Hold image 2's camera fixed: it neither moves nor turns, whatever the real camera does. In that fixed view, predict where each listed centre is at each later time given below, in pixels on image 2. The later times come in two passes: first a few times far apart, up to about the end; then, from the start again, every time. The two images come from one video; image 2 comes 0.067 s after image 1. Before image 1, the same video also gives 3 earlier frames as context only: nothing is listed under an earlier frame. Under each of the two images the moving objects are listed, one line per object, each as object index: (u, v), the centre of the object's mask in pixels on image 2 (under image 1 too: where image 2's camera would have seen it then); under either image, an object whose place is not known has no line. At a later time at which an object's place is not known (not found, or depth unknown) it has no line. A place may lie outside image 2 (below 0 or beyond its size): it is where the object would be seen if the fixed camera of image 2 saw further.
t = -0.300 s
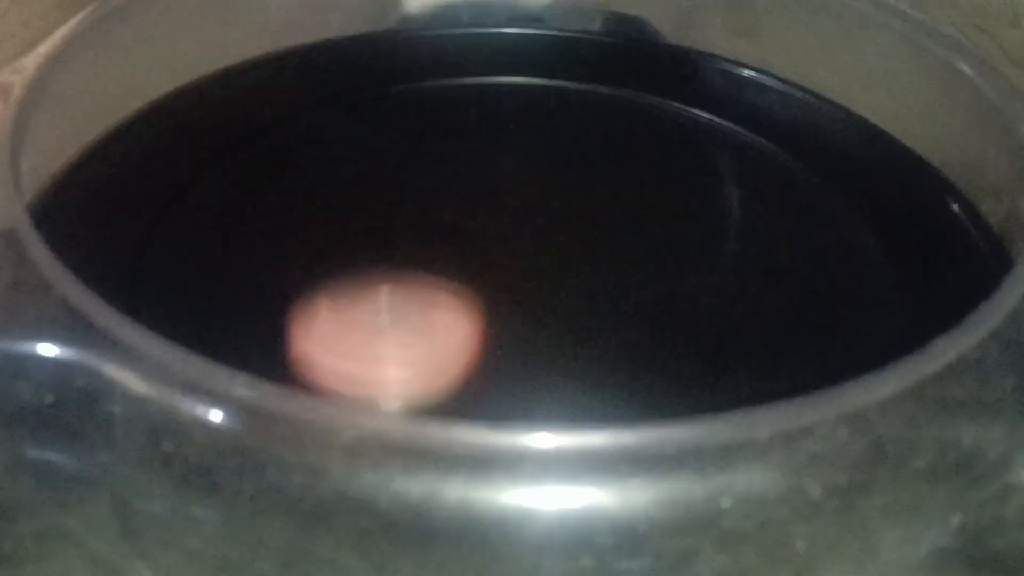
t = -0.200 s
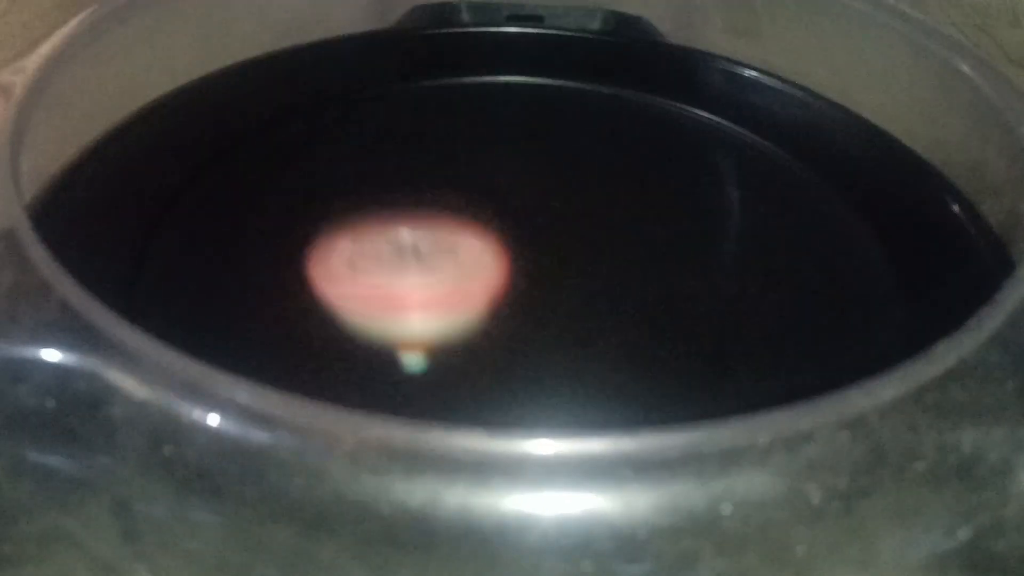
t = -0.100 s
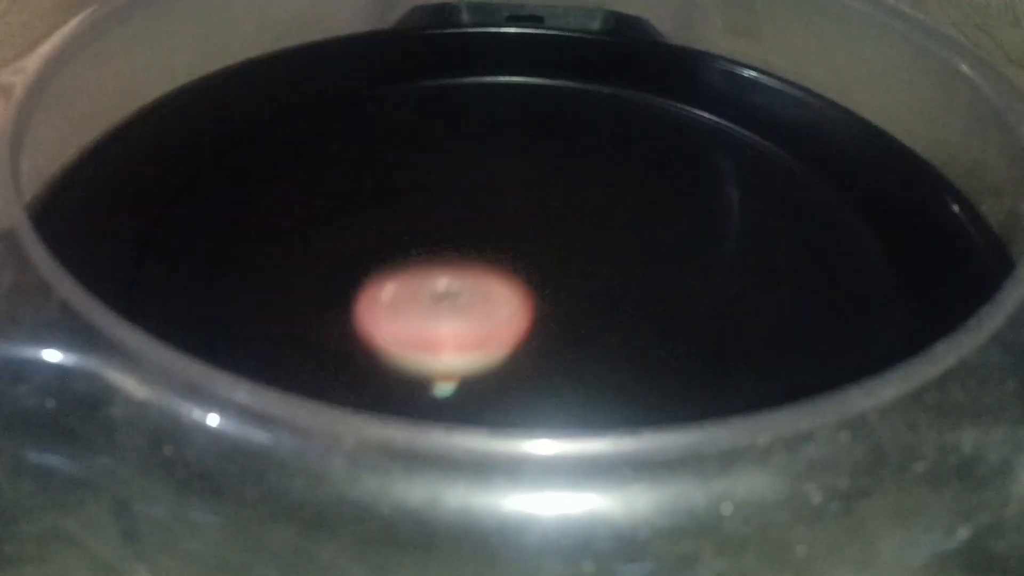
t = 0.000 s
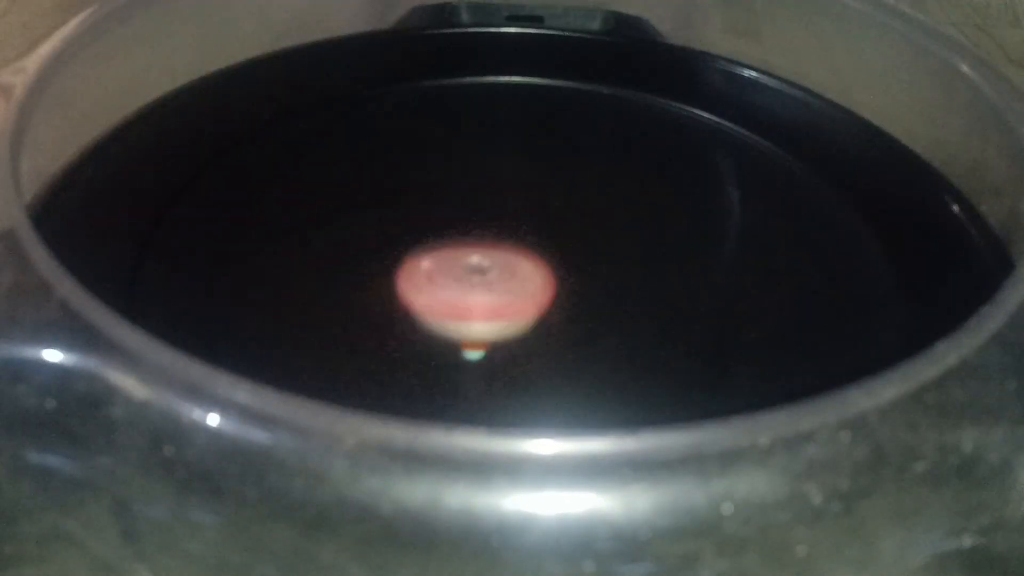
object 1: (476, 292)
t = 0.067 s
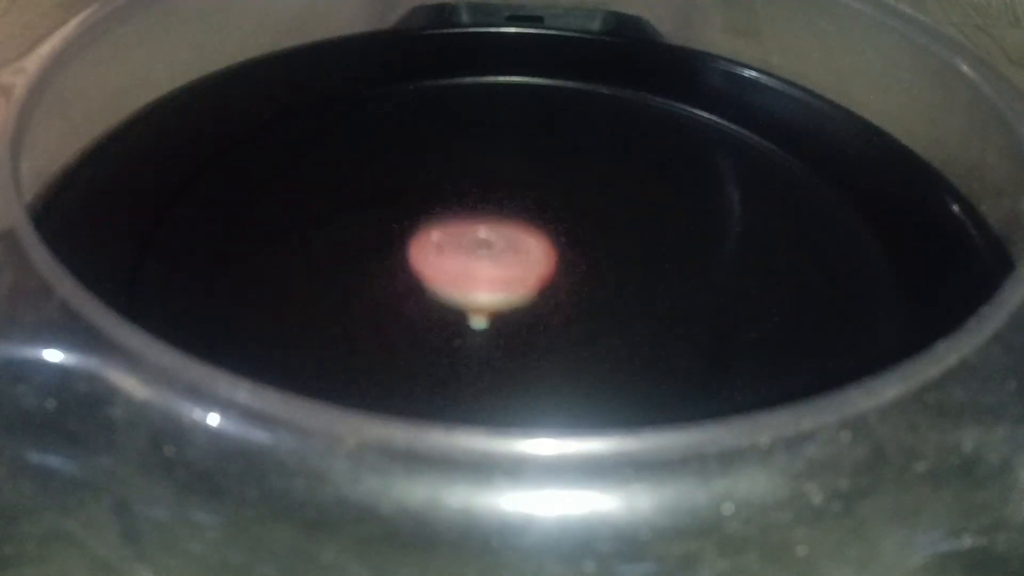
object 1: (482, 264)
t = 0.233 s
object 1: (432, 185)
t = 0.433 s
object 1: (302, 152)
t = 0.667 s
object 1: (189, 260)
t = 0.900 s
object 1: (448, 364)
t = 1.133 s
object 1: (643, 135)
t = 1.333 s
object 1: (479, 28)
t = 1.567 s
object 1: (254, 136)
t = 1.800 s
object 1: (585, 403)
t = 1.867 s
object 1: (791, 369)
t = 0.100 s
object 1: (480, 246)
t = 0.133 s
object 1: (473, 229)
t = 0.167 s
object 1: (464, 214)
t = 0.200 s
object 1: (449, 198)
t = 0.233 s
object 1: (432, 185)
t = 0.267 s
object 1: (413, 174)
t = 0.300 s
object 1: (392, 163)
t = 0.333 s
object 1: (370, 156)
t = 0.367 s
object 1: (347, 152)
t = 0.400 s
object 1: (324, 151)
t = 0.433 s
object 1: (302, 152)
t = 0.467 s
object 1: (280, 156)
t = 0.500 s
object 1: (259, 165)
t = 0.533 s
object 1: (240, 177)
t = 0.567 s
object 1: (223, 192)
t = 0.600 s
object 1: (208, 212)
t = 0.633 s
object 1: (196, 234)
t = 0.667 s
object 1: (189, 260)
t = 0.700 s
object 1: (190, 283)
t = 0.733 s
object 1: (208, 306)
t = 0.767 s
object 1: (239, 328)
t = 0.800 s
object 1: (282, 346)
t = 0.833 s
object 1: (332, 361)
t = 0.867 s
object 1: (390, 366)
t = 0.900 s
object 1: (448, 364)
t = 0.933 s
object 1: (506, 349)
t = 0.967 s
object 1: (556, 325)
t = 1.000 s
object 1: (596, 292)
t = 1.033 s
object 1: (624, 255)
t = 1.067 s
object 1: (642, 214)
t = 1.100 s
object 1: (647, 175)
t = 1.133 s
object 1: (643, 135)
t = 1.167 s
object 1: (632, 99)
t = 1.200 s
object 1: (614, 66)
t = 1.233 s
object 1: (589, 39)
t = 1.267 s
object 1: (557, 27)
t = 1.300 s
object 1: (516, 29)
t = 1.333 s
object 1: (479, 28)
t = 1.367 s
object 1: (439, 25)
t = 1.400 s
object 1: (397, 24)
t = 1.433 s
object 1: (366, 33)
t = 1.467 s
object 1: (337, 47)
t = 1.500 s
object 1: (307, 73)
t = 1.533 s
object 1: (278, 103)
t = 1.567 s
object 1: (254, 136)
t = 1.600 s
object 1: (241, 177)
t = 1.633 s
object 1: (242, 227)
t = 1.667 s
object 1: (262, 281)
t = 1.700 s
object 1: (309, 332)
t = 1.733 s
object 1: (383, 367)
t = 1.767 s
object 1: (478, 392)
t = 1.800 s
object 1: (585, 403)
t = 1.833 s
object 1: (691, 398)
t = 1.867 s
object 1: (791, 369)
